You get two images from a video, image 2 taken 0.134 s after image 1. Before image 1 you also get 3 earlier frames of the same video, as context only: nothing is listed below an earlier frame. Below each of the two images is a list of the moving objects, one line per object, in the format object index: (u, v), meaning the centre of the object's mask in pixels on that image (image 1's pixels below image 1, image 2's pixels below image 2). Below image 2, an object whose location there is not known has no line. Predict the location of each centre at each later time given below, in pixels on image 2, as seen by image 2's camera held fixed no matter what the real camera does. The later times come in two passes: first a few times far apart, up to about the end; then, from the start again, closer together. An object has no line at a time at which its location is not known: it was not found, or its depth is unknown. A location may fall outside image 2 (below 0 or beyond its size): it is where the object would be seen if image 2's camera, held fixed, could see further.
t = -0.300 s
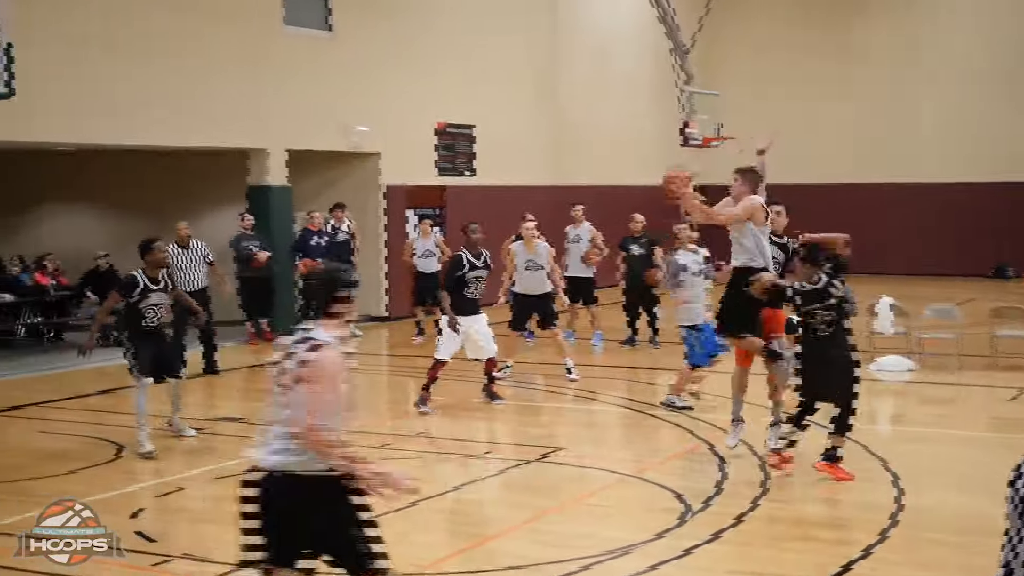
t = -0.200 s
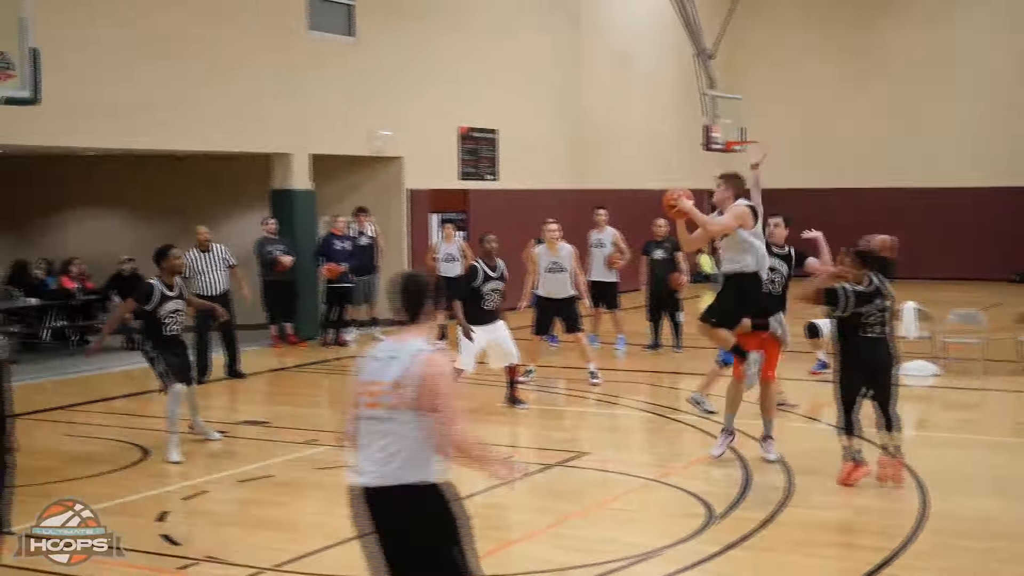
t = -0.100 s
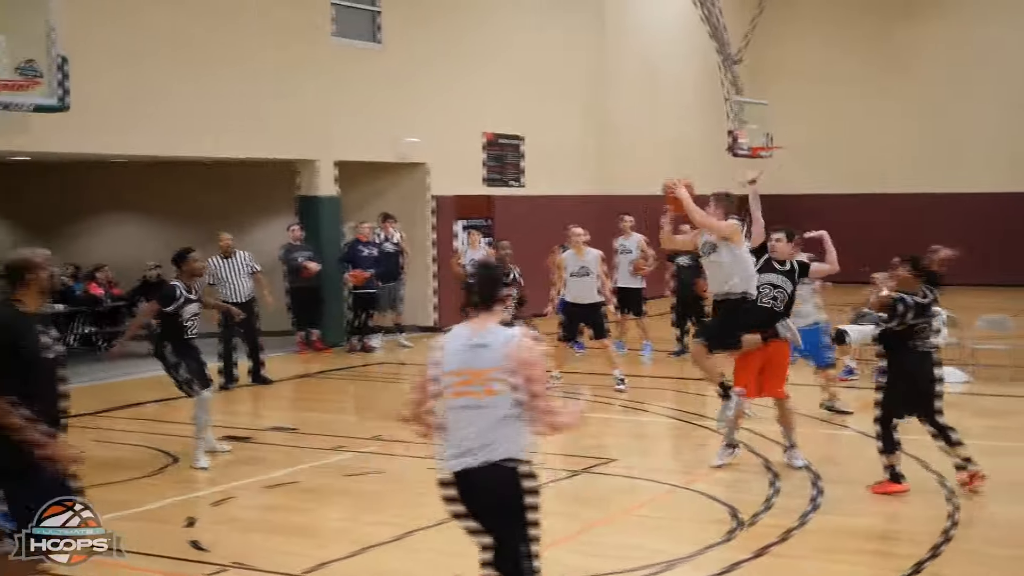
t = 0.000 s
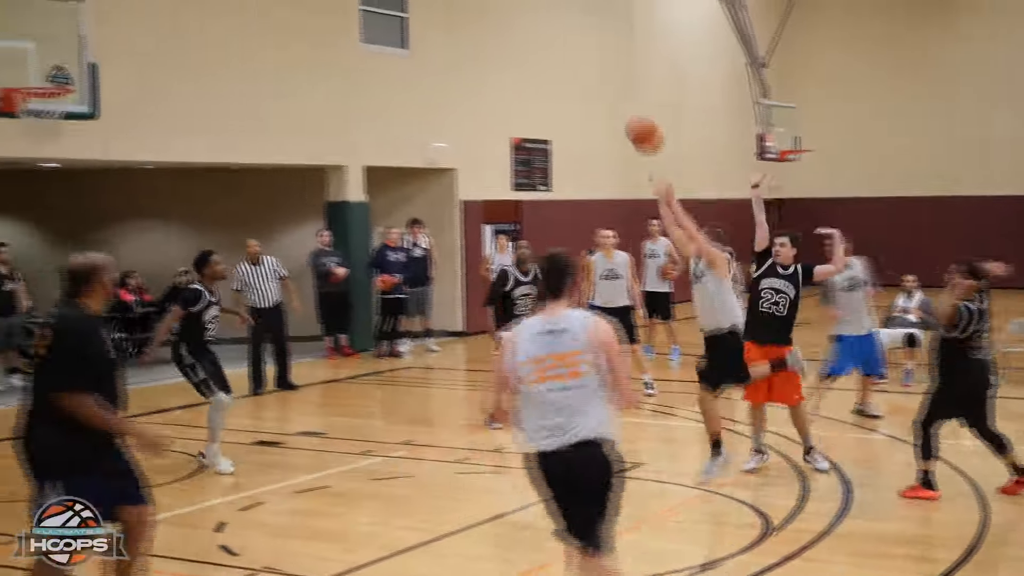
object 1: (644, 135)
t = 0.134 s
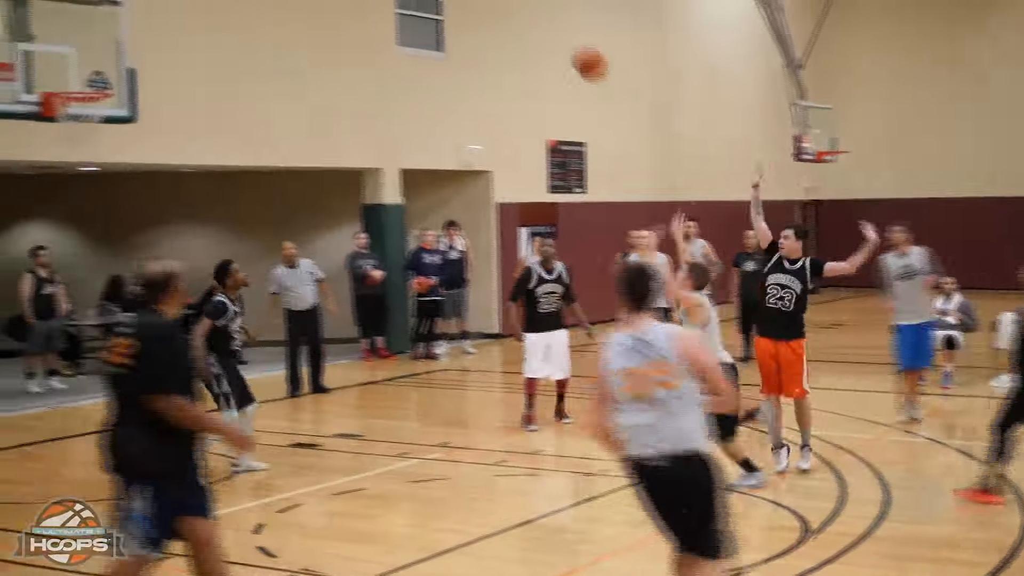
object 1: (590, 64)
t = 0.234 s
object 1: (523, 23)
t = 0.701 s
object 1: (231, 1)
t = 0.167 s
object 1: (568, 49)
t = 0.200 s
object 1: (545, 34)
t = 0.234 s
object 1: (523, 23)
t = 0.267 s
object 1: (502, 12)
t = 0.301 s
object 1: (481, 7)
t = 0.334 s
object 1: (460, 4)
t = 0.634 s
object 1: (271, -5)
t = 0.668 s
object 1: (251, -3)
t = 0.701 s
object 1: (231, 1)
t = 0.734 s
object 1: (212, 10)
